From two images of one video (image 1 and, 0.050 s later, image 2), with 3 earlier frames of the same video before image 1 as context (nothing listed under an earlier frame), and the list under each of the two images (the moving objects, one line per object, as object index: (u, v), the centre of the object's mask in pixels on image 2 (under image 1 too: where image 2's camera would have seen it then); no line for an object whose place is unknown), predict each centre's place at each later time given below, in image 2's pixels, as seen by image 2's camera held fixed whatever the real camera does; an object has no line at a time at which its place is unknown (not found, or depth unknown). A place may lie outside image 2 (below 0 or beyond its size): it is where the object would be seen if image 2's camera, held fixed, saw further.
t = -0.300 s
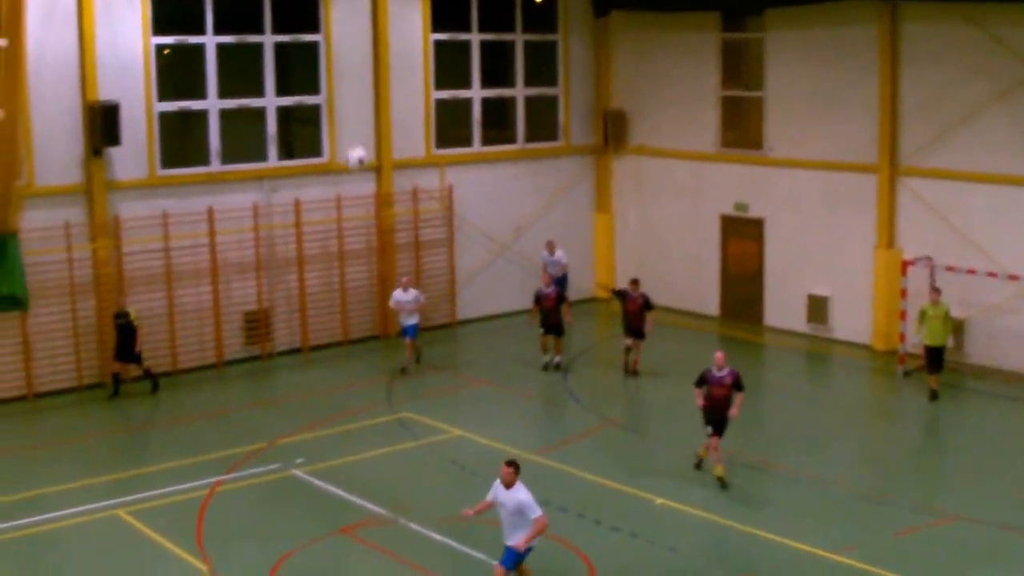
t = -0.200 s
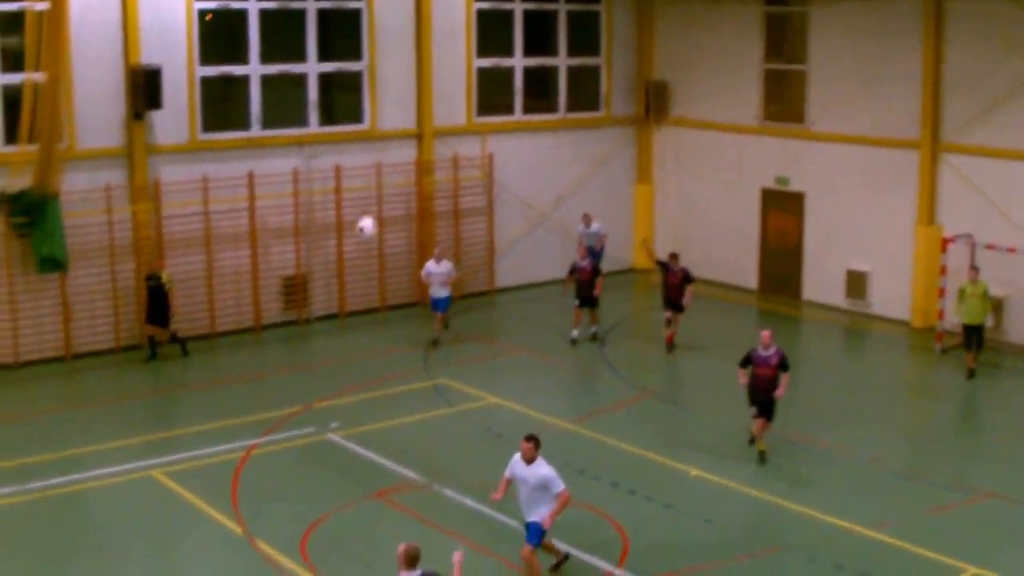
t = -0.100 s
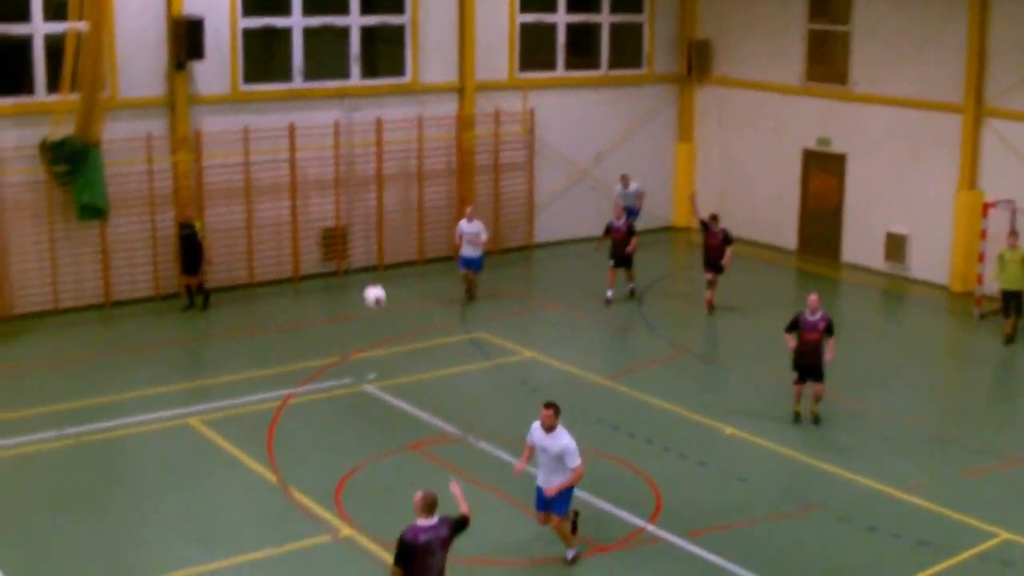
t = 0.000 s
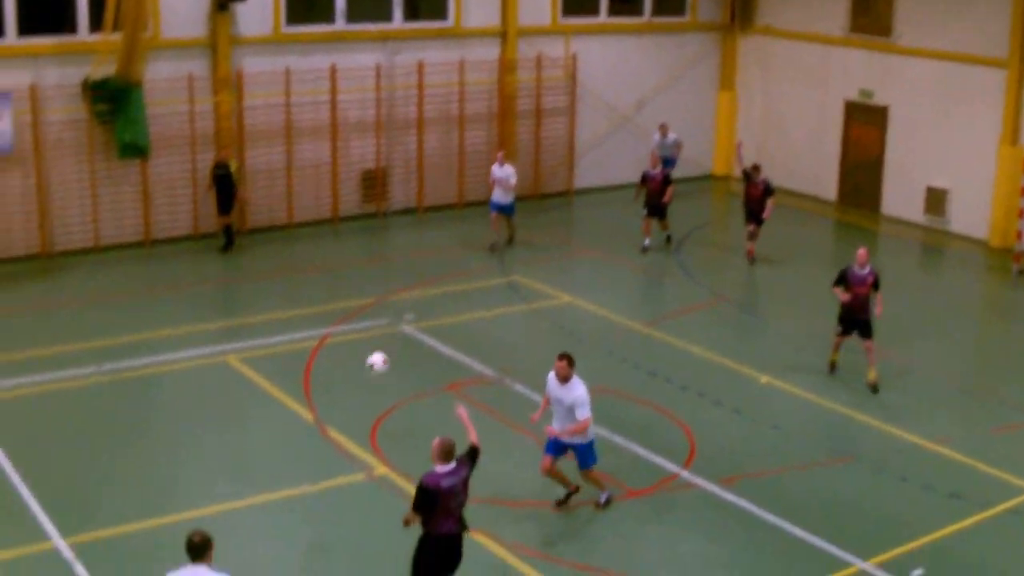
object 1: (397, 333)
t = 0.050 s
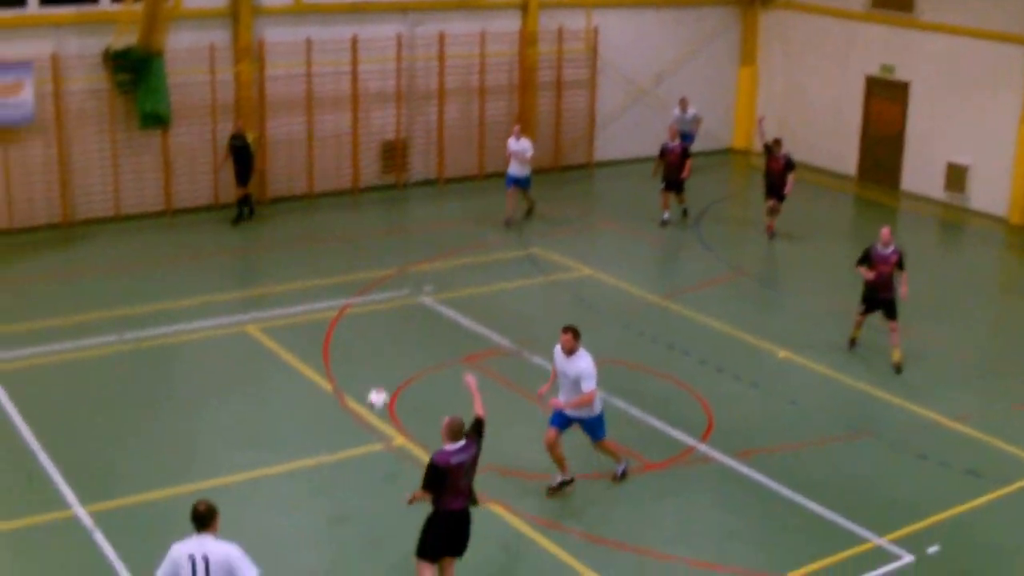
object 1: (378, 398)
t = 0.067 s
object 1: (371, 422)
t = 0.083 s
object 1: (366, 444)
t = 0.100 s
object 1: (361, 467)
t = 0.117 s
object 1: (355, 491)
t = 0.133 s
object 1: (350, 508)
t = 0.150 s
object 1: (348, 501)
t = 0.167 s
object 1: (346, 492)
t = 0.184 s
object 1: (345, 484)
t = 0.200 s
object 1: (343, 478)
